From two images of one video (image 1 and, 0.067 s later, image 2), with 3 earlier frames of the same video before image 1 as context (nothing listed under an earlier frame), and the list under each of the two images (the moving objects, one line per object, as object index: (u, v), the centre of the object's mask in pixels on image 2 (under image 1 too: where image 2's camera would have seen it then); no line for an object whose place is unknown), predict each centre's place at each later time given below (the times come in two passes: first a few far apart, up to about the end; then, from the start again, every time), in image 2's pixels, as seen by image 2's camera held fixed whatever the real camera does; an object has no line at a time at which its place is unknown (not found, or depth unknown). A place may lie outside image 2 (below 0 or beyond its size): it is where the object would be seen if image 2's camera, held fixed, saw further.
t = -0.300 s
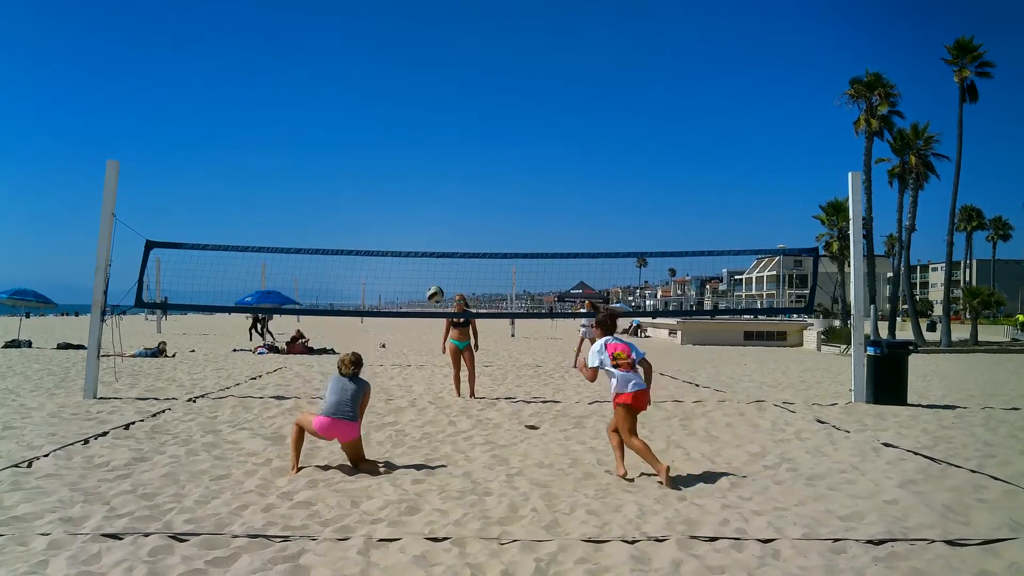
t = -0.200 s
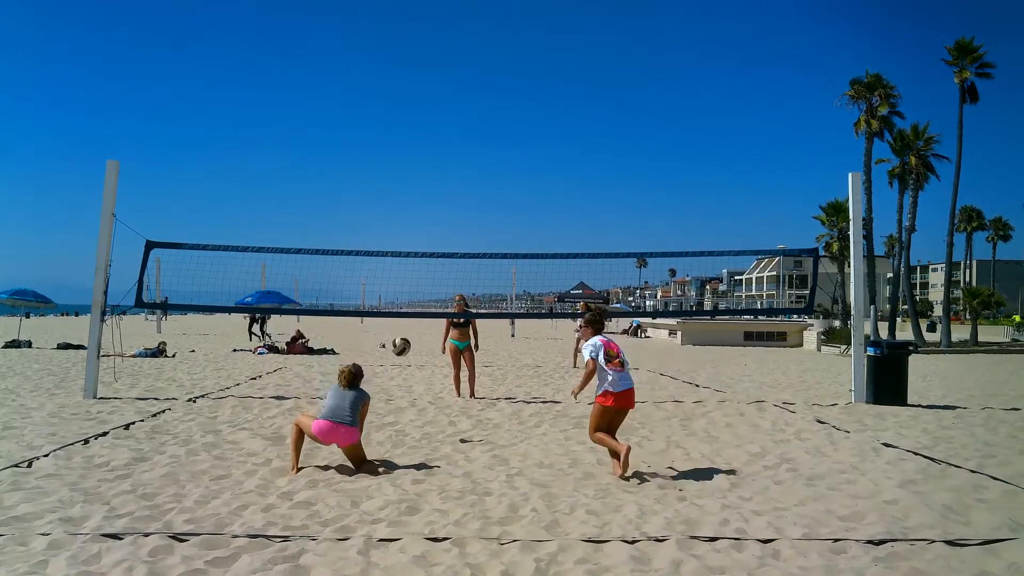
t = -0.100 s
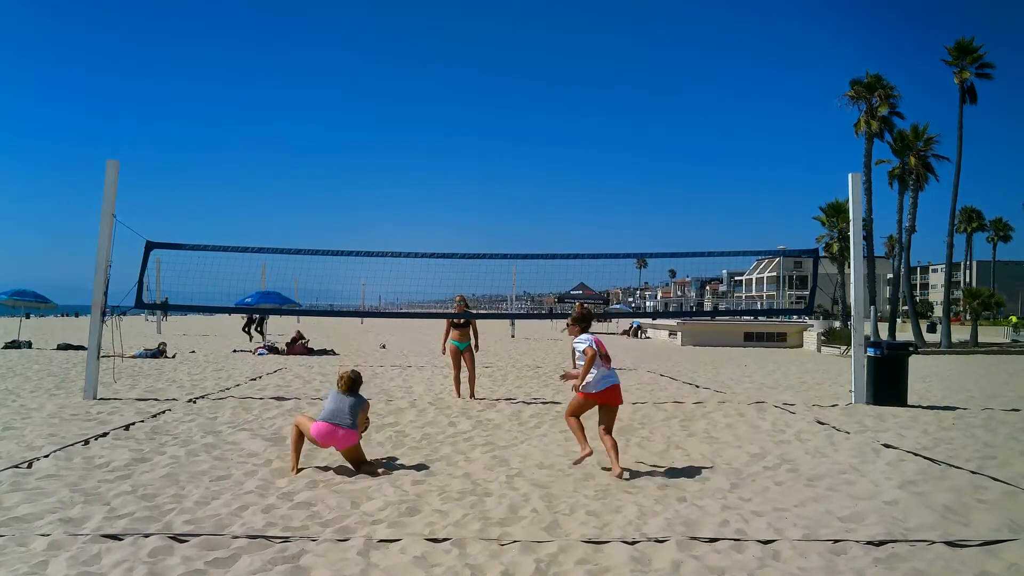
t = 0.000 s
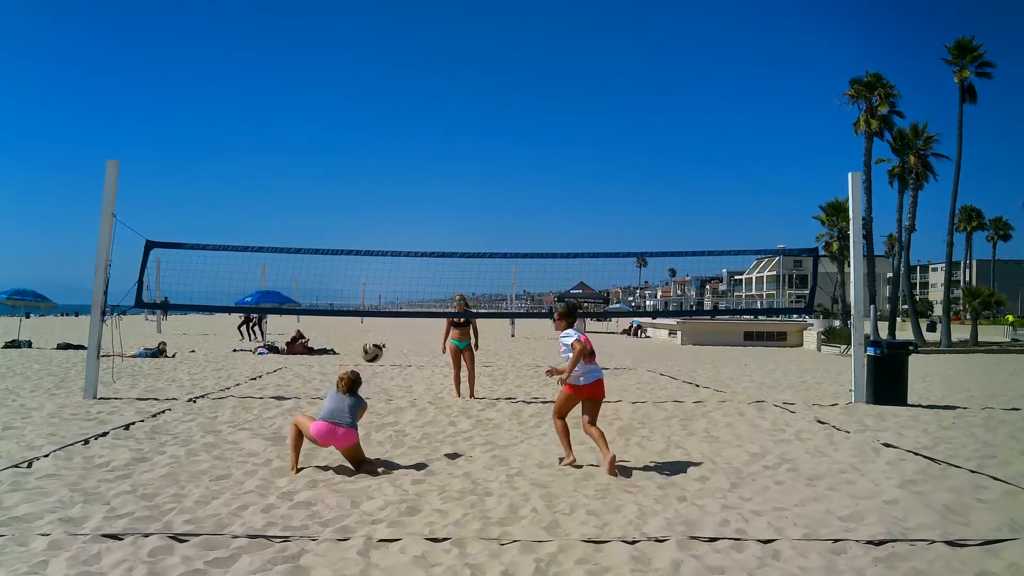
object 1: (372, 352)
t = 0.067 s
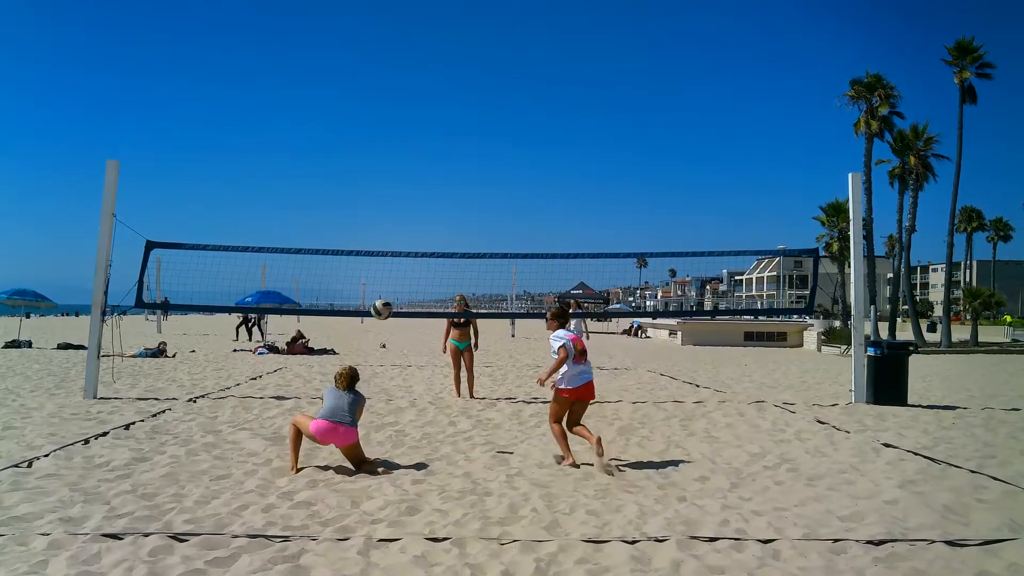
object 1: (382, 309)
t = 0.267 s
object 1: (410, 210)
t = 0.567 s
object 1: (451, 131)
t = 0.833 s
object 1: (489, 127)
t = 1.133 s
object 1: (531, 192)
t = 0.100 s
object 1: (386, 290)
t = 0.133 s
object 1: (391, 272)
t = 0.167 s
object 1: (396, 255)
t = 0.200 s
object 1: (401, 239)
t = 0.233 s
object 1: (405, 224)
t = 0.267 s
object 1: (410, 210)
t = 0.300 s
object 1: (415, 197)
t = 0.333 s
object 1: (419, 186)
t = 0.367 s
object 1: (424, 175)
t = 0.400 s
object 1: (428, 165)
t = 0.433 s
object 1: (433, 156)
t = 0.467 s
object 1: (437, 149)
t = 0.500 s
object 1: (442, 142)
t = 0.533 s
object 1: (447, 136)
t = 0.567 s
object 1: (451, 131)
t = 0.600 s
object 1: (456, 128)
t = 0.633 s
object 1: (461, 125)
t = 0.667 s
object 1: (466, 123)
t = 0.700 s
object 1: (470, 122)
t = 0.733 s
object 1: (475, 122)
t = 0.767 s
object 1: (480, 122)
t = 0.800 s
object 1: (484, 124)
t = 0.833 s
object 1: (489, 127)
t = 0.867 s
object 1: (494, 131)
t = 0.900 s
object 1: (498, 135)
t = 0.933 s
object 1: (503, 140)
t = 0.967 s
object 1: (508, 147)
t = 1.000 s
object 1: (512, 154)
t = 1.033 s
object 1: (517, 162)
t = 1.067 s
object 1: (522, 171)
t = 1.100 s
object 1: (526, 181)
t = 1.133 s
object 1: (531, 192)
